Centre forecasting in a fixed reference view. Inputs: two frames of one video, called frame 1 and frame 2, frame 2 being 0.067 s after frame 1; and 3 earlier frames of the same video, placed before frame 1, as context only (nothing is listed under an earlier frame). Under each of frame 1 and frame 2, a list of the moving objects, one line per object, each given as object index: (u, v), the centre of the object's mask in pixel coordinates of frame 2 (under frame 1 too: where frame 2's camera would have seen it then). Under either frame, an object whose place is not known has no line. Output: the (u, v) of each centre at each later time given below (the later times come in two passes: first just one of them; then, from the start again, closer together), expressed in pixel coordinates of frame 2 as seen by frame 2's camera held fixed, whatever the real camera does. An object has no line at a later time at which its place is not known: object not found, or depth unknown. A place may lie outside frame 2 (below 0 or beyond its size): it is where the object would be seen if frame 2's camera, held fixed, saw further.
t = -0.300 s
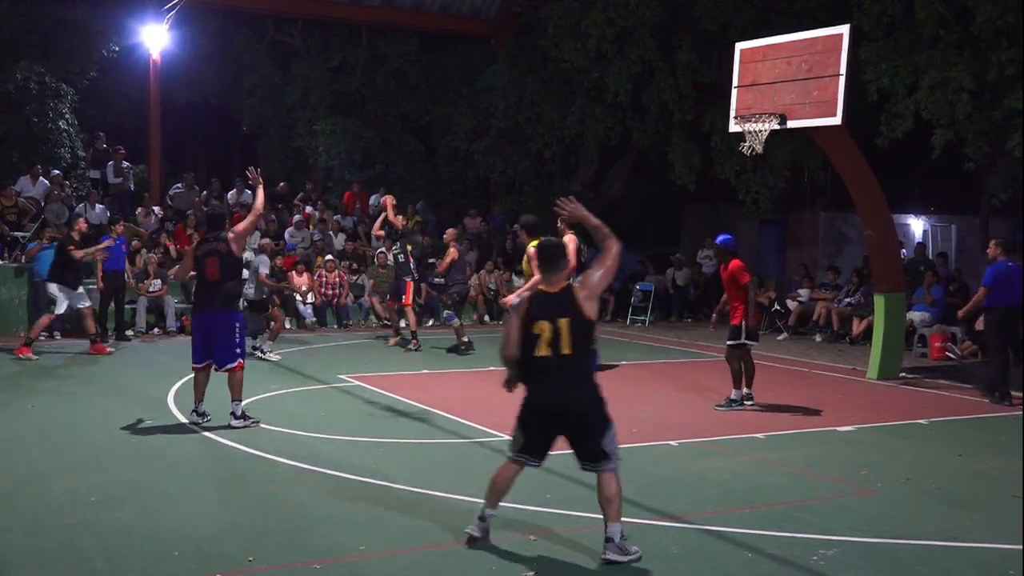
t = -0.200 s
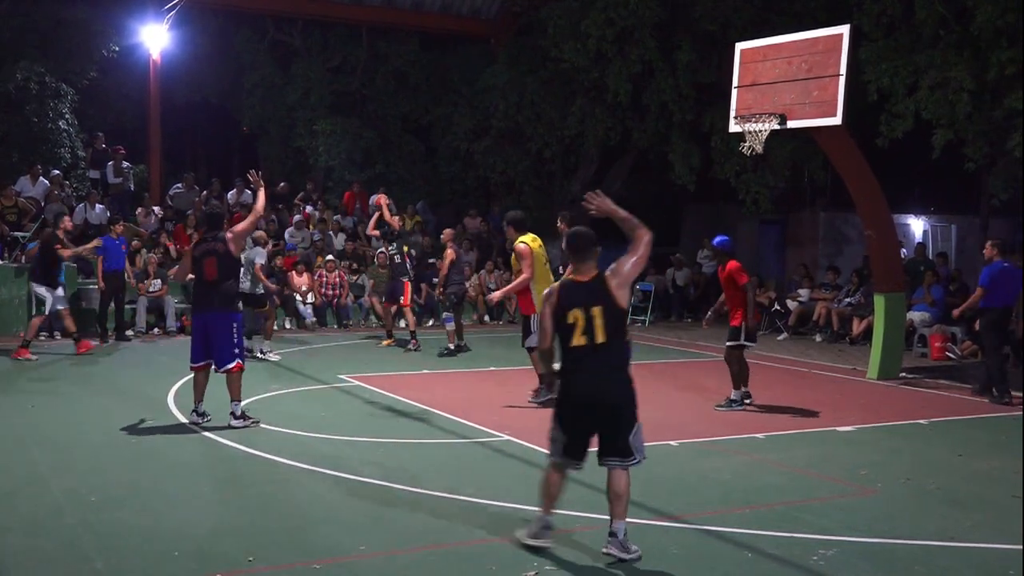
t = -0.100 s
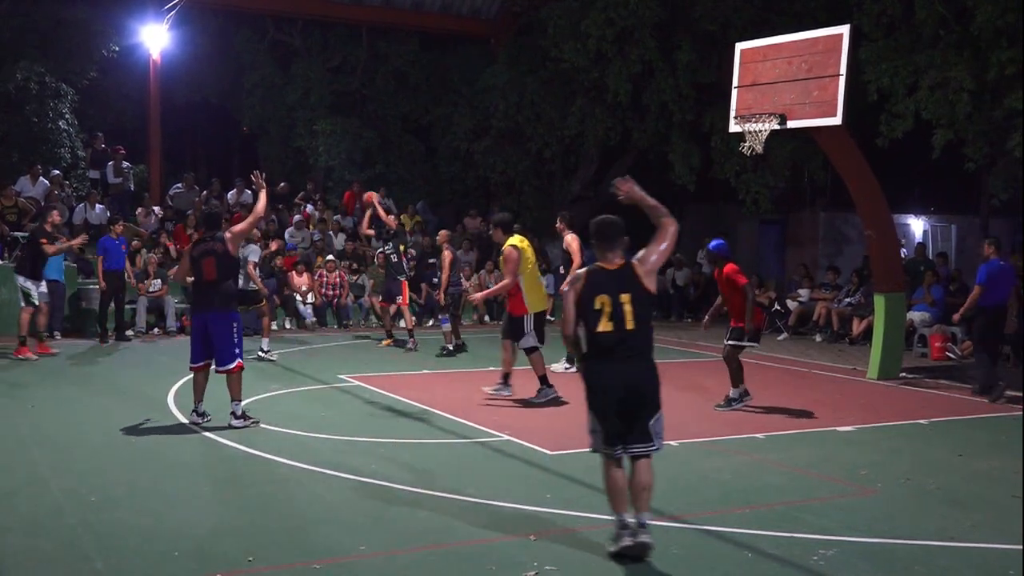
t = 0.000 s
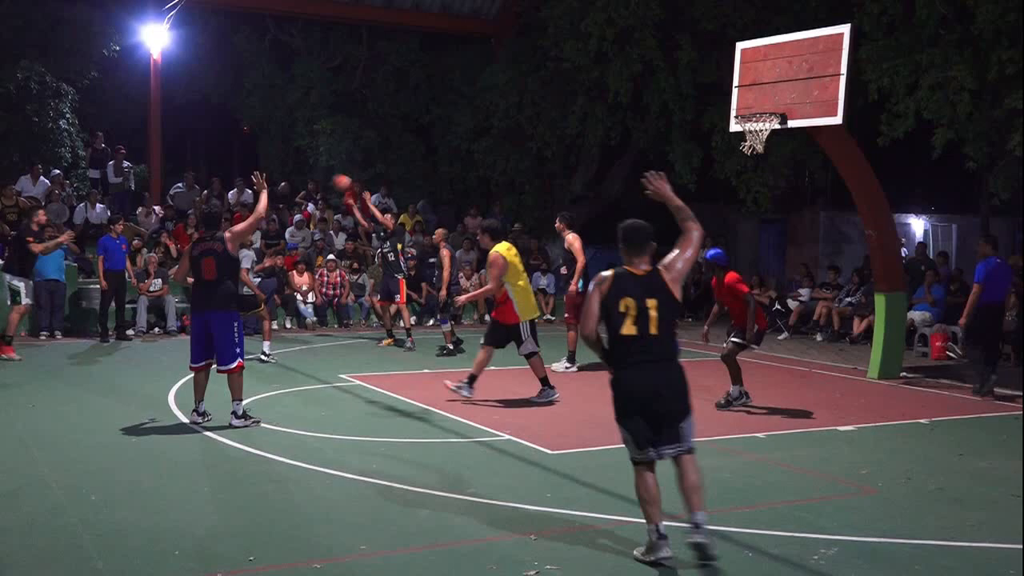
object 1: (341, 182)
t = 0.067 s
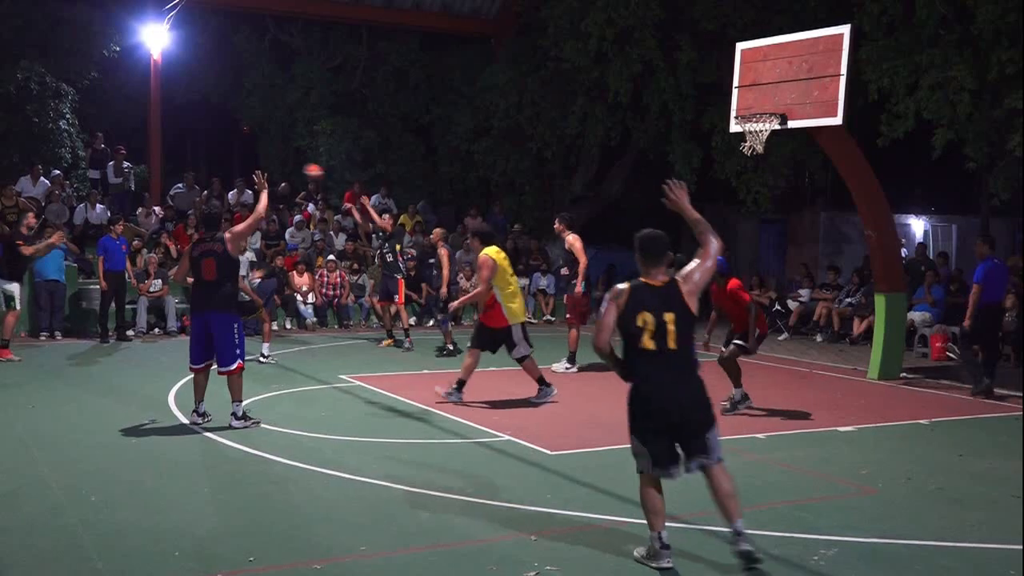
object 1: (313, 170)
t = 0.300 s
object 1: (207, 156)
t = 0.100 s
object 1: (298, 166)
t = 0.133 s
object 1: (284, 162)
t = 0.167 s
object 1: (268, 159)
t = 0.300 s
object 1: (207, 156)
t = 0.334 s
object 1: (191, 156)
